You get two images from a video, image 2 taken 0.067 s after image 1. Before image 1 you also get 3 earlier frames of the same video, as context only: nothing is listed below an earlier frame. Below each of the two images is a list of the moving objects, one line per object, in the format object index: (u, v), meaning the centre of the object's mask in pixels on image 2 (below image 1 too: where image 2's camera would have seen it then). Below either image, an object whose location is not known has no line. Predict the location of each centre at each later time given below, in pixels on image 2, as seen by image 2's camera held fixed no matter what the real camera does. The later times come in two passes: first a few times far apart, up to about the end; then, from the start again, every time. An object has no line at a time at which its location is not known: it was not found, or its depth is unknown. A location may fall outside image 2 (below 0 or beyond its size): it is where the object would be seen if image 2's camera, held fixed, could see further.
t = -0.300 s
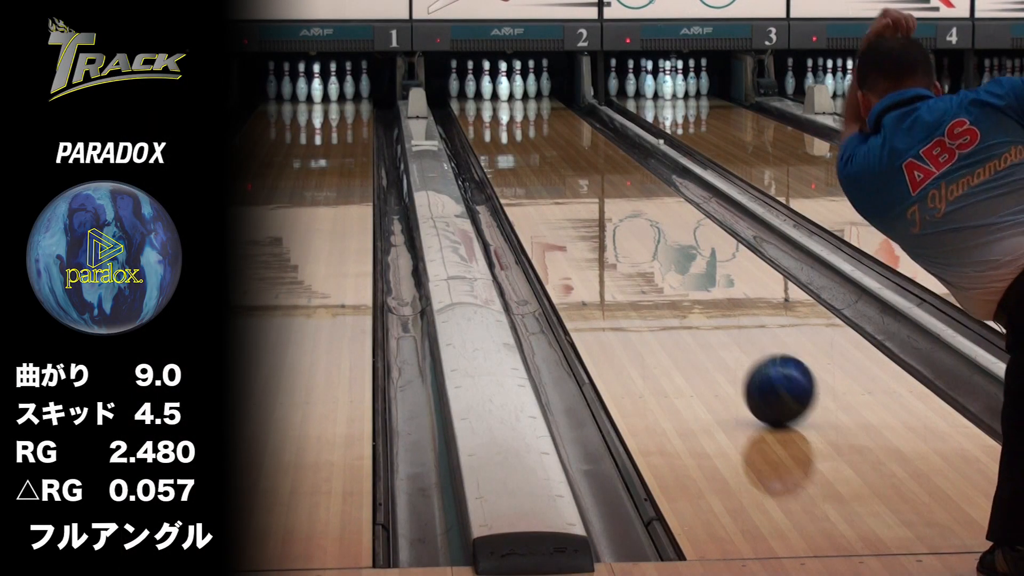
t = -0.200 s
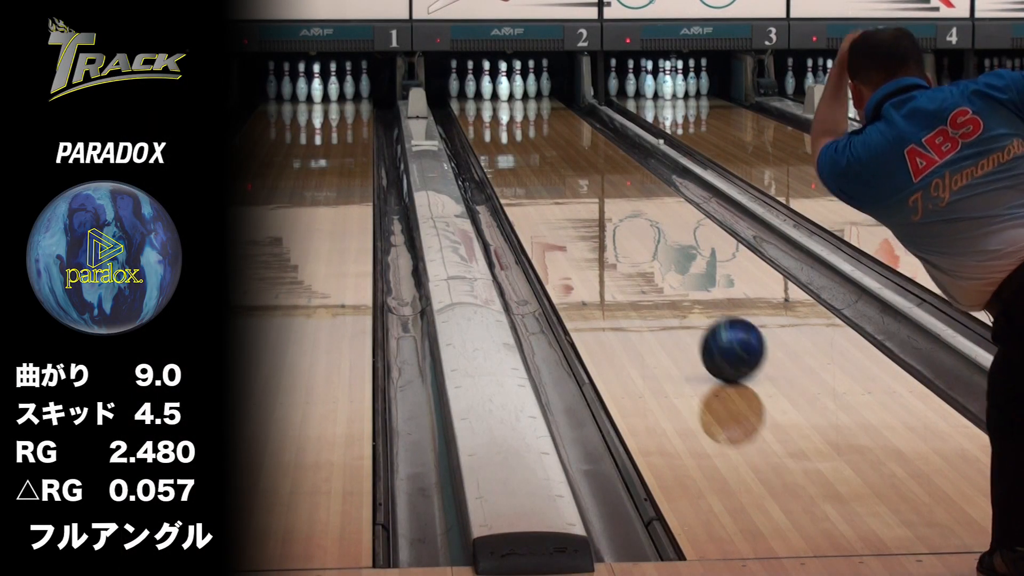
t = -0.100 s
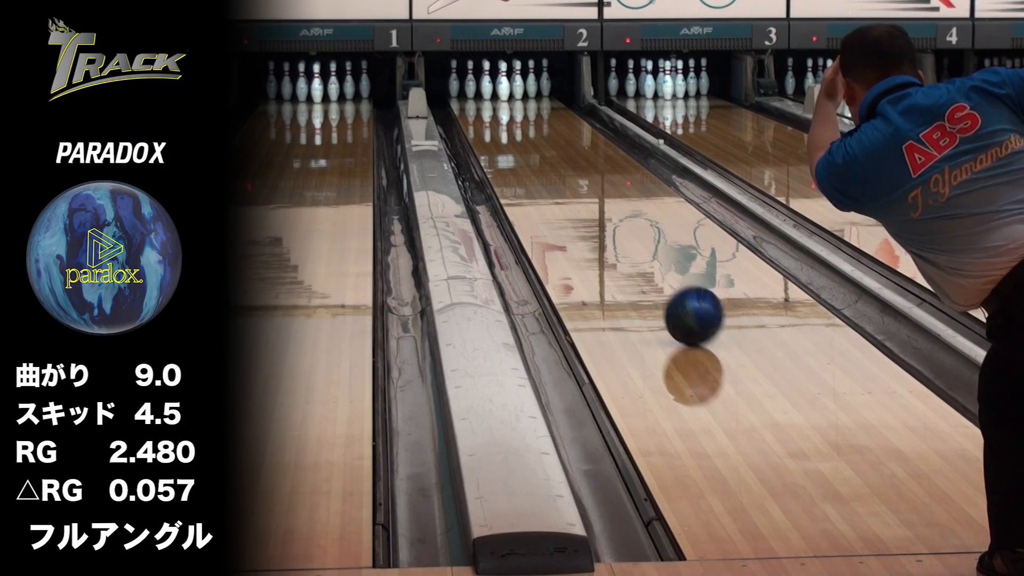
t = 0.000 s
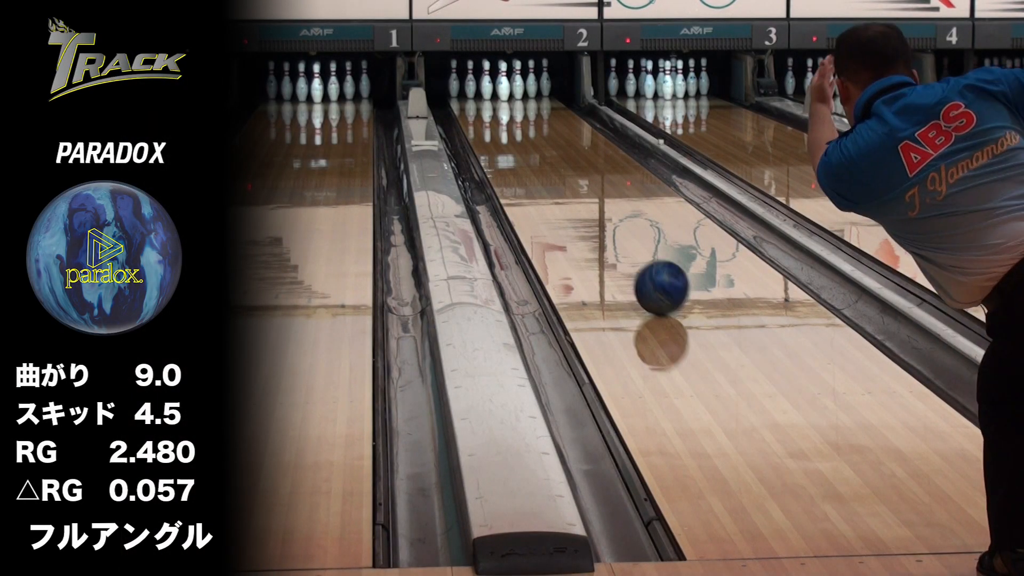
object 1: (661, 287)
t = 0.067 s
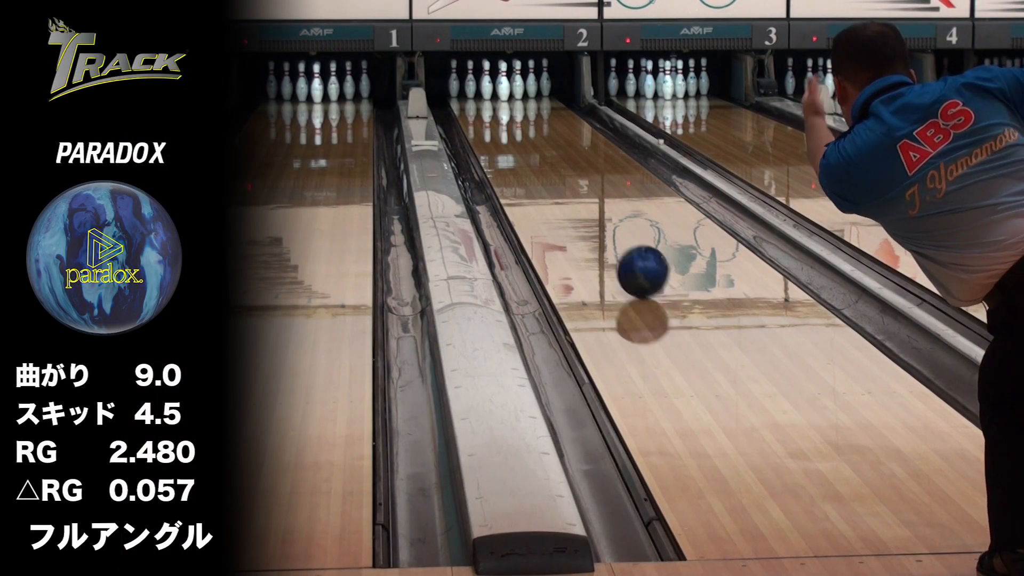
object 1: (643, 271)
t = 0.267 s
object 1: (597, 232)
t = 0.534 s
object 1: (553, 192)
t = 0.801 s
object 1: (522, 162)
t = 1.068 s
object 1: (501, 139)
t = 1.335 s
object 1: (488, 121)
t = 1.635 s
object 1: (486, 106)
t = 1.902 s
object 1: (495, 95)
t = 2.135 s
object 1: (499, 88)
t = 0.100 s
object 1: (634, 264)
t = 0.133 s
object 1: (626, 257)
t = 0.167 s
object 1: (618, 250)
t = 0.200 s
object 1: (610, 244)
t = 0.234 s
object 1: (603, 238)
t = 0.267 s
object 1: (597, 232)
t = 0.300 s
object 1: (590, 226)
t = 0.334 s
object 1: (584, 221)
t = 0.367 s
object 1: (578, 215)
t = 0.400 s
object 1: (573, 210)
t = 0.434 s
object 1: (567, 205)
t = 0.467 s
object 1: (562, 201)
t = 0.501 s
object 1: (557, 196)
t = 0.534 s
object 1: (553, 192)
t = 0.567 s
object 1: (549, 187)
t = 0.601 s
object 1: (544, 184)
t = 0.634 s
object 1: (540, 179)
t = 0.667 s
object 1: (536, 176)
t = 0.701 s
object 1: (533, 172)
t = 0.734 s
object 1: (529, 168)
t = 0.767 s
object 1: (525, 165)
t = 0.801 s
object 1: (522, 162)
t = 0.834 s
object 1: (519, 159)
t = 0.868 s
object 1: (516, 156)
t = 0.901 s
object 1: (513, 152)
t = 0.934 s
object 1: (511, 150)
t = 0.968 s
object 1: (508, 147)
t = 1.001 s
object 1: (506, 144)
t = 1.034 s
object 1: (503, 142)
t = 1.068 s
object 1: (501, 139)
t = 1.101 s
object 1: (499, 137)
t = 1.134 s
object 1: (497, 134)
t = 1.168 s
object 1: (495, 132)
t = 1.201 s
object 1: (494, 130)
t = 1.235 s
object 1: (492, 127)
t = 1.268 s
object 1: (490, 125)
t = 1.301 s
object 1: (489, 124)
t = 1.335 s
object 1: (488, 121)
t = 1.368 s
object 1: (487, 119)
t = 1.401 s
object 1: (486, 118)
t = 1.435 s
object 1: (485, 115)
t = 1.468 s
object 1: (485, 114)
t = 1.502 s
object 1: (485, 112)
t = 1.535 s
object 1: (485, 110)
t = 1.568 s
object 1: (485, 109)
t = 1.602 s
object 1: (485, 107)
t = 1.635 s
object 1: (486, 106)
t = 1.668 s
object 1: (487, 104)
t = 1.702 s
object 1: (488, 103)
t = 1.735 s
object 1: (489, 101)
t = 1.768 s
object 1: (491, 100)
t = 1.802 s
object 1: (492, 99)
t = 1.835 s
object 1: (493, 98)
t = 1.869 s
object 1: (494, 96)
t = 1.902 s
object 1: (495, 95)
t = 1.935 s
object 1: (496, 93)
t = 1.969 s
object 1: (498, 92)
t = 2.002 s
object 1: (498, 91)
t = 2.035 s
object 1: (498, 90)
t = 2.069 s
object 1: (498, 89)
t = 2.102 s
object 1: (499, 89)
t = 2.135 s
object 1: (499, 88)
